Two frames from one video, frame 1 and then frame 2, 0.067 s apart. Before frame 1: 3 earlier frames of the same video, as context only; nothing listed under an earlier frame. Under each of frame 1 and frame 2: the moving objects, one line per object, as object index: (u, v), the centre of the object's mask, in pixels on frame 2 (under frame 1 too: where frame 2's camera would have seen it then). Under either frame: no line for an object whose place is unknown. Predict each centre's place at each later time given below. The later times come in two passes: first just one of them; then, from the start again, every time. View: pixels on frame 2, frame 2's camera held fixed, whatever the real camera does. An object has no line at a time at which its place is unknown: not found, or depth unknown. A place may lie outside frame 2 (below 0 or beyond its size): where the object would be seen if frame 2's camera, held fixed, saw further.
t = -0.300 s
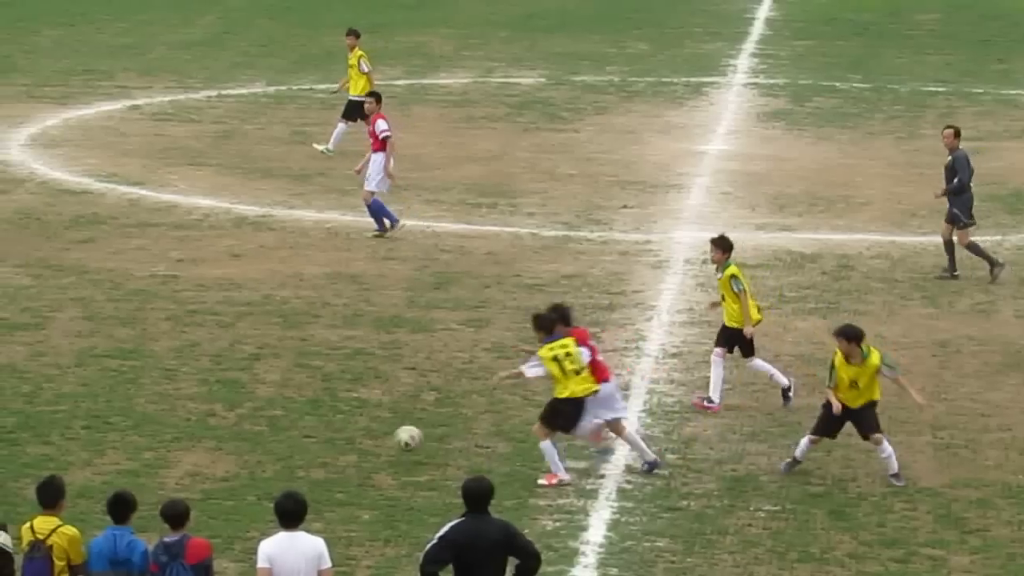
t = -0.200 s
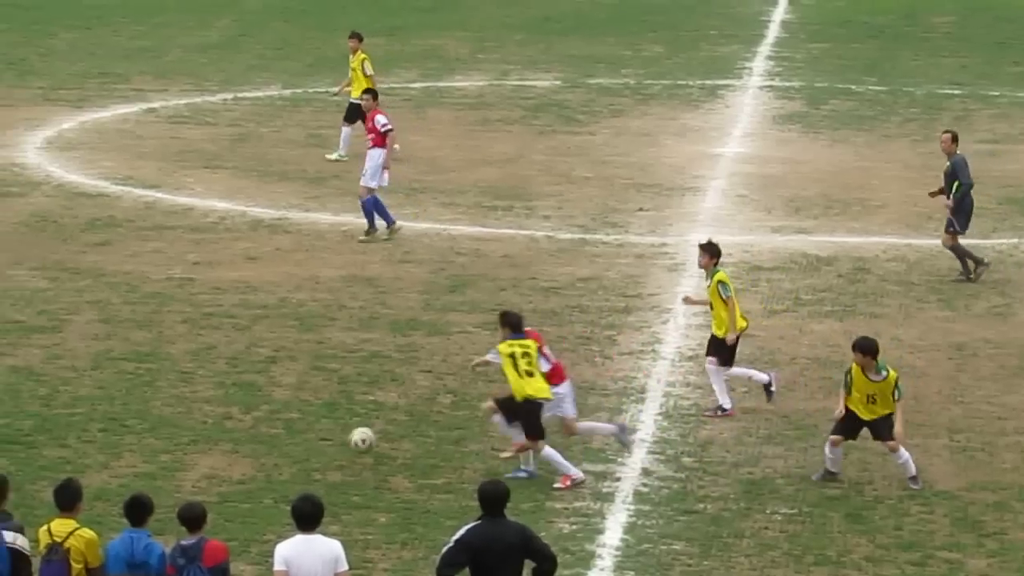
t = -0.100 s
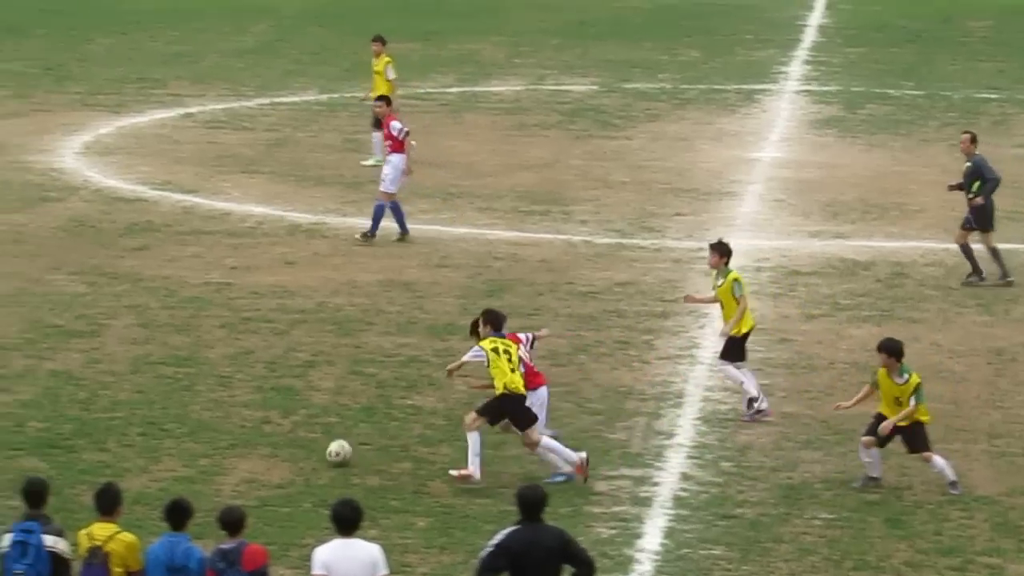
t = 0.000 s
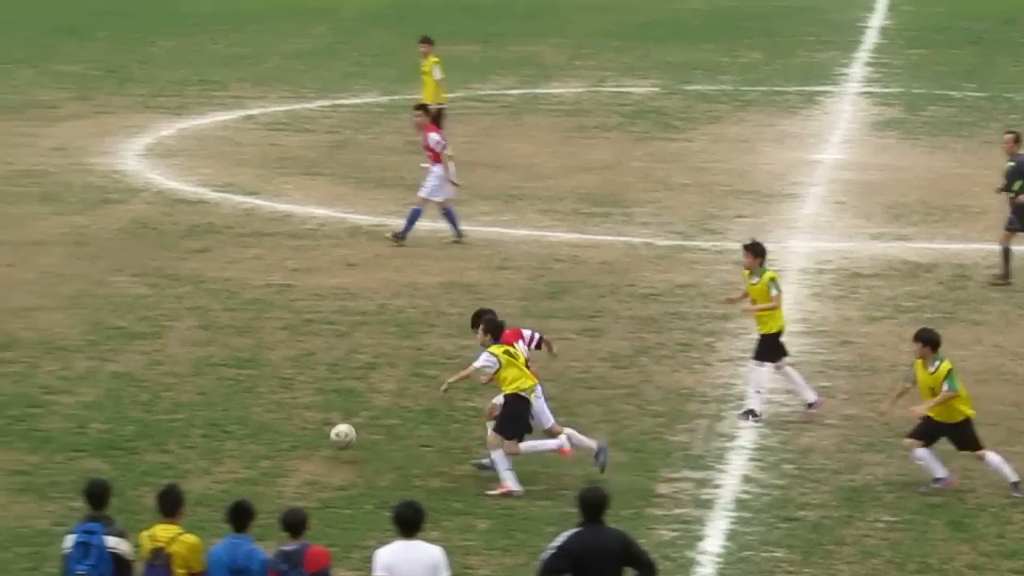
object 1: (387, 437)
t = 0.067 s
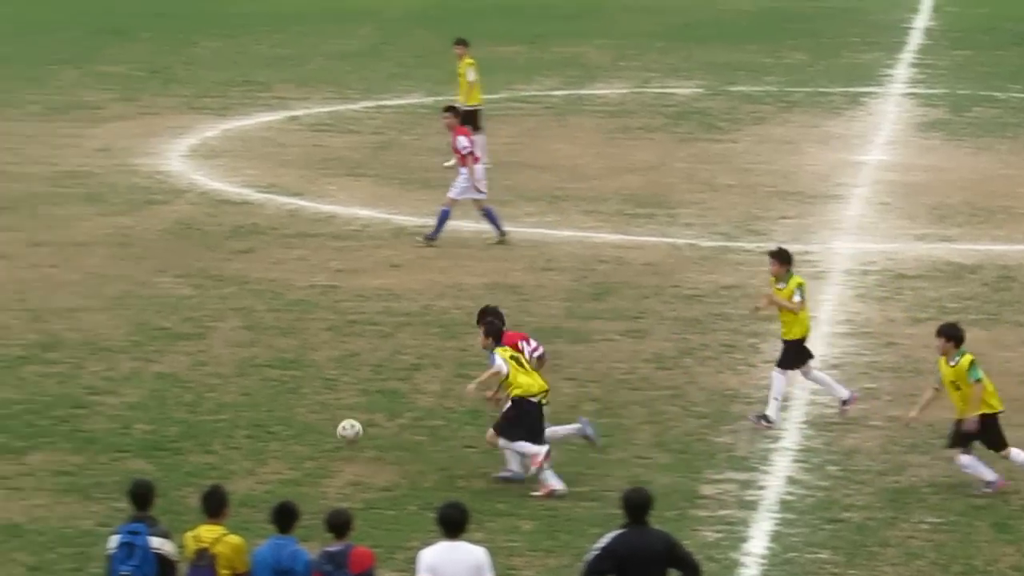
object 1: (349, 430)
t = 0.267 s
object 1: (238, 450)
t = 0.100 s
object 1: (330, 429)
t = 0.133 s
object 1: (312, 431)
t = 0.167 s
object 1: (294, 434)
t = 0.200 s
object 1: (275, 435)
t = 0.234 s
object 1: (256, 440)
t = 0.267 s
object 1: (238, 450)
